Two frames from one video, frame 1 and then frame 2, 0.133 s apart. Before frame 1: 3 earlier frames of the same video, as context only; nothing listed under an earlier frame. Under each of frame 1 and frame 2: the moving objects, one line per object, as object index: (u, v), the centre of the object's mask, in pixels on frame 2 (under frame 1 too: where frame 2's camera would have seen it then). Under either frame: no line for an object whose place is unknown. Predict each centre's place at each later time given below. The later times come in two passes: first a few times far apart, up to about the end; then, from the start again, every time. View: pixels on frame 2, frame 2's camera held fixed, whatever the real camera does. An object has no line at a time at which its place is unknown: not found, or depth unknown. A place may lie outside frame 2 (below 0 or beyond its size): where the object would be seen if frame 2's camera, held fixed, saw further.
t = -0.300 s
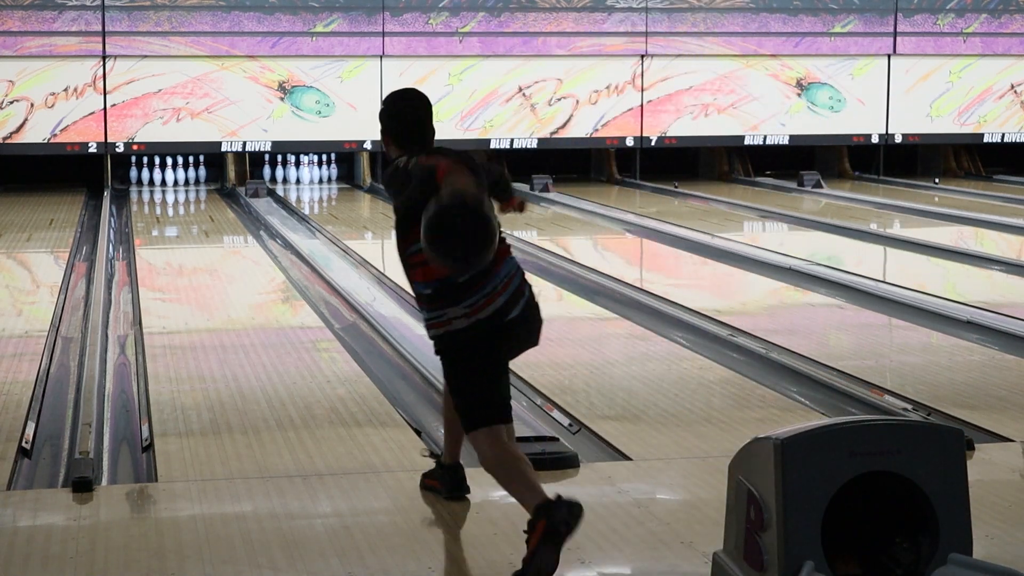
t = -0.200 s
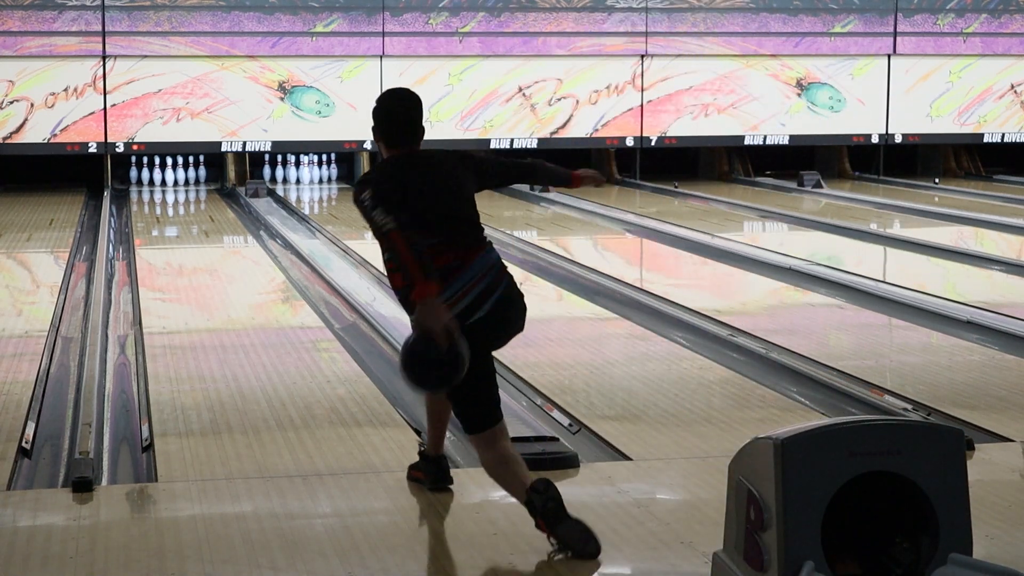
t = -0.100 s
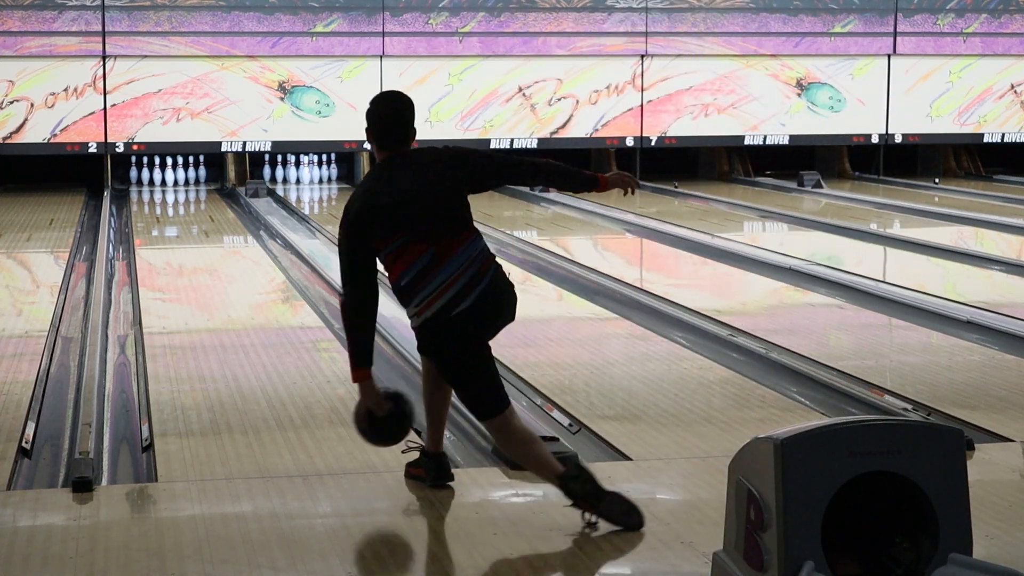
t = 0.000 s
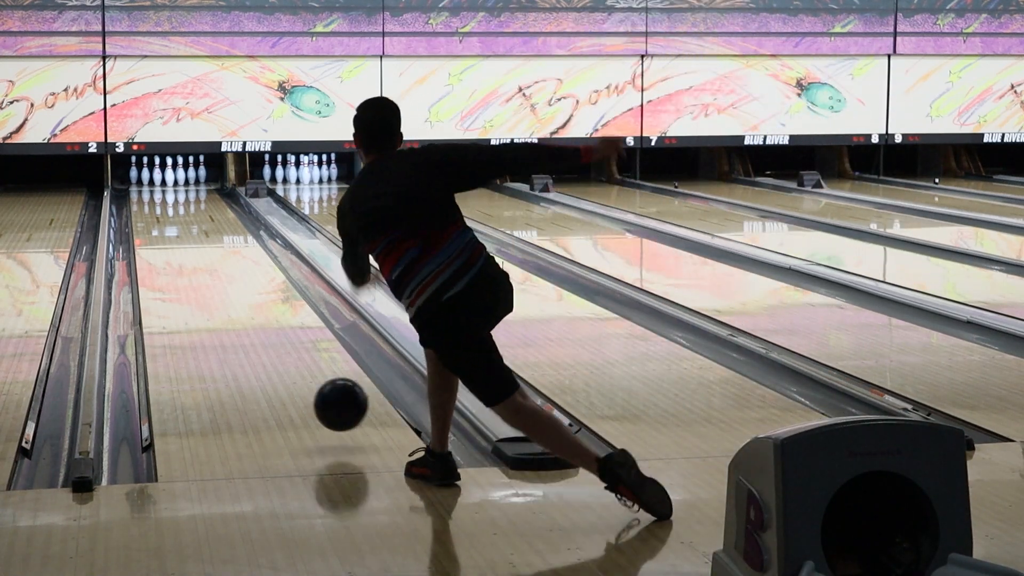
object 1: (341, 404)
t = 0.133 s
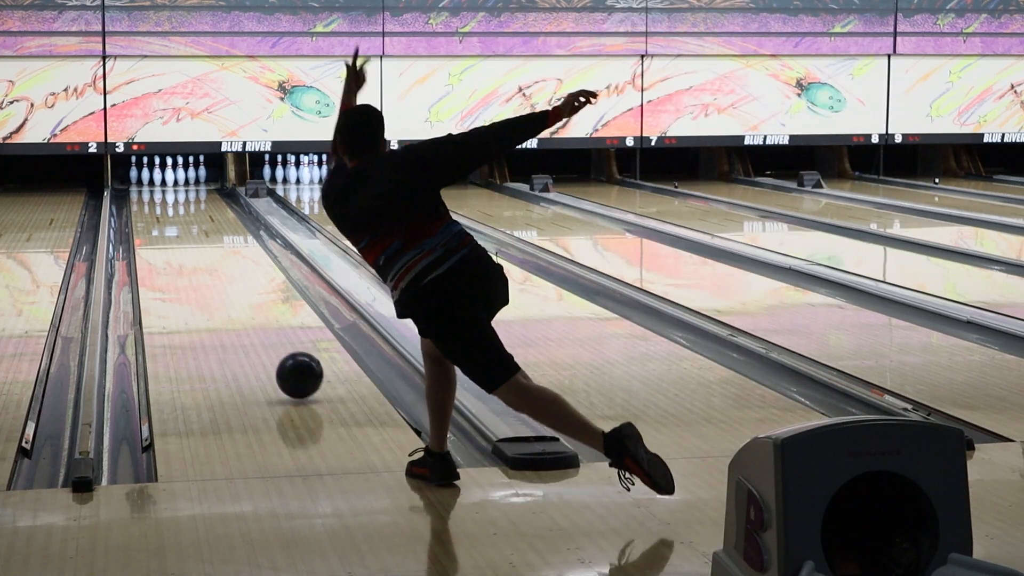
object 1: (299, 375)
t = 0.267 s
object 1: (267, 345)
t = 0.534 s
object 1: (222, 296)
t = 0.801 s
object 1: (191, 262)
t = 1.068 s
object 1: (170, 237)
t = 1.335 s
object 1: (155, 219)
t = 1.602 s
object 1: (147, 204)
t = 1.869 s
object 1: (148, 192)
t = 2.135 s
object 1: (157, 183)
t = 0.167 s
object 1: (291, 369)
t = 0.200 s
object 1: (282, 360)
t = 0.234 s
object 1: (275, 352)
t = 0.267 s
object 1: (267, 345)
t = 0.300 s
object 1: (261, 338)
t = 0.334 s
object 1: (254, 331)
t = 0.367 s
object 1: (248, 324)
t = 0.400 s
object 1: (242, 318)
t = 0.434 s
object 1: (236, 312)
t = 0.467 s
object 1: (231, 306)
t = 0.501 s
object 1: (226, 301)
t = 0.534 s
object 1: (222, 296)
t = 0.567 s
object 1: (217, 291)
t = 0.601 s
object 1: (213, 287)
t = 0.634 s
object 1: (209, 282)
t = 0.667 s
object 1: (205, 278)
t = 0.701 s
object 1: (201, 274)
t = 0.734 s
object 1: (198, 270)
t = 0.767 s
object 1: (194, 266)
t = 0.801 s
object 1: (191, 262)
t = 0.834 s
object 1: (188, 259)
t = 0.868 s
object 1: (185, 255)
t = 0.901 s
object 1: (182, 252)
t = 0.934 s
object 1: (180, 249)
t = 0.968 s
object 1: (177, 246)
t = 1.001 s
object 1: (175, 243)
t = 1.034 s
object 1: (172, 240)
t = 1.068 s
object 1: (170, 237)
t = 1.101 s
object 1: (168, 235)
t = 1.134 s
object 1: (166, 232)
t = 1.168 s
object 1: (164, 230)
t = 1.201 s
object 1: (162, 227)
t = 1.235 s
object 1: (160, 225)
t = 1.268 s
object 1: (158, 223)
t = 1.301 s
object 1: (157, 221)
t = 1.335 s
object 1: (155, 219)
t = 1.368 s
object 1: (153, 217)
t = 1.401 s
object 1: (152, 215)
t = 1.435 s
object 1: (151, 213)
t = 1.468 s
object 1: (150, 211)
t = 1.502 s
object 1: (149, 209)
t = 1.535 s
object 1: (148, 207)
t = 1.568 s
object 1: (147, 206)
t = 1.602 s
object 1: (147, 204)
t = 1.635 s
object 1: (146, 203)
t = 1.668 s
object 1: (146, 201)
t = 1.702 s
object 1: (146, 199)
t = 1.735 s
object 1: (146, 198)
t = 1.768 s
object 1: (146, 197)
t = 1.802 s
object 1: (146, 195)
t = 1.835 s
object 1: (148, 194)
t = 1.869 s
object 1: (148, 192)
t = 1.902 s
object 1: (149, 191)
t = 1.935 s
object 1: (150, 190)
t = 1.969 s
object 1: (151, 189)
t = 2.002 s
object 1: (152, 188)
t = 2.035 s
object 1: (153, 187)
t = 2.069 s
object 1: (154, 186)
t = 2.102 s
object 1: (156, 184)
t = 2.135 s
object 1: (157, 183)
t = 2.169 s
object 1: (159, 182)
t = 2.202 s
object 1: (160, 182)
